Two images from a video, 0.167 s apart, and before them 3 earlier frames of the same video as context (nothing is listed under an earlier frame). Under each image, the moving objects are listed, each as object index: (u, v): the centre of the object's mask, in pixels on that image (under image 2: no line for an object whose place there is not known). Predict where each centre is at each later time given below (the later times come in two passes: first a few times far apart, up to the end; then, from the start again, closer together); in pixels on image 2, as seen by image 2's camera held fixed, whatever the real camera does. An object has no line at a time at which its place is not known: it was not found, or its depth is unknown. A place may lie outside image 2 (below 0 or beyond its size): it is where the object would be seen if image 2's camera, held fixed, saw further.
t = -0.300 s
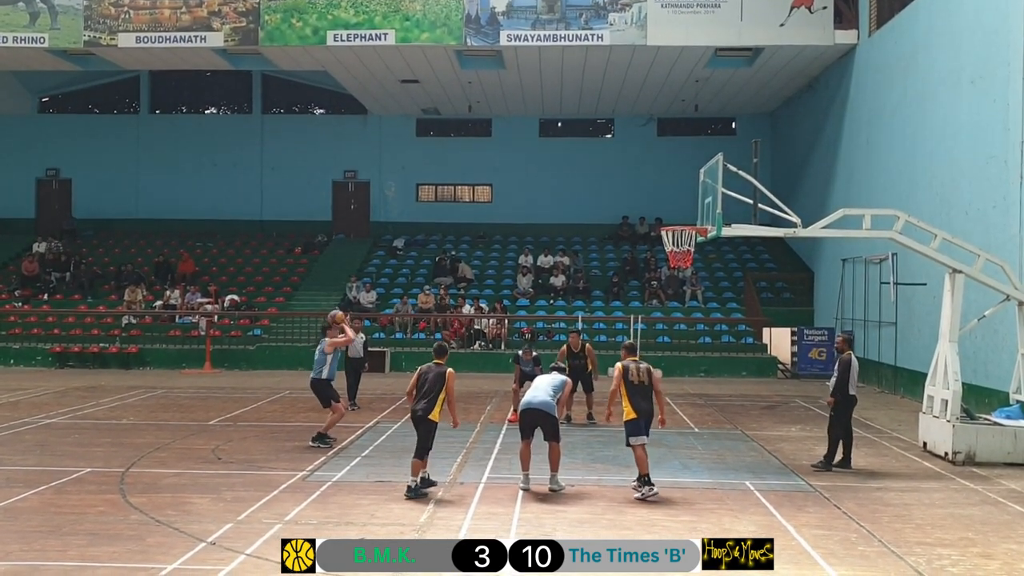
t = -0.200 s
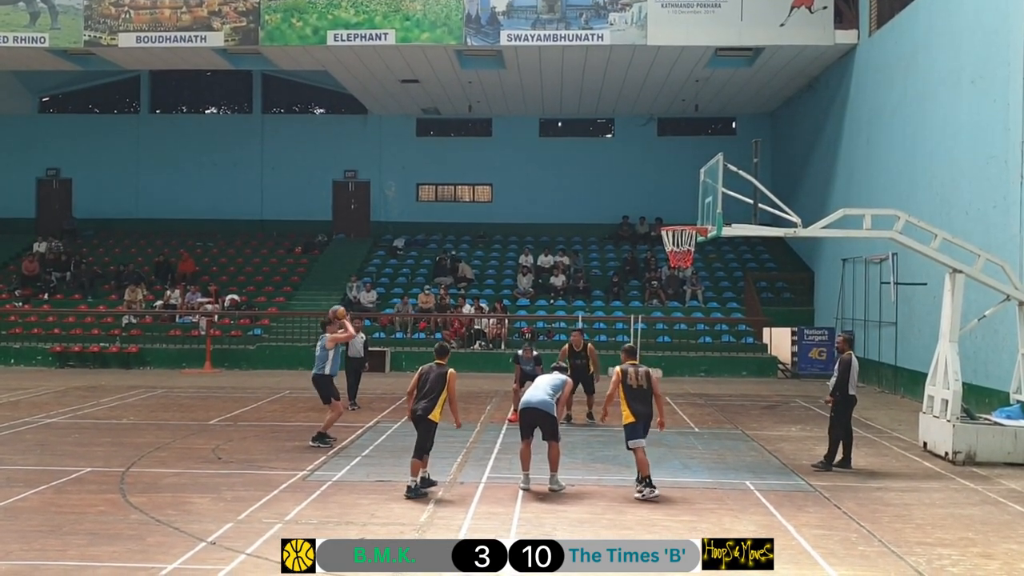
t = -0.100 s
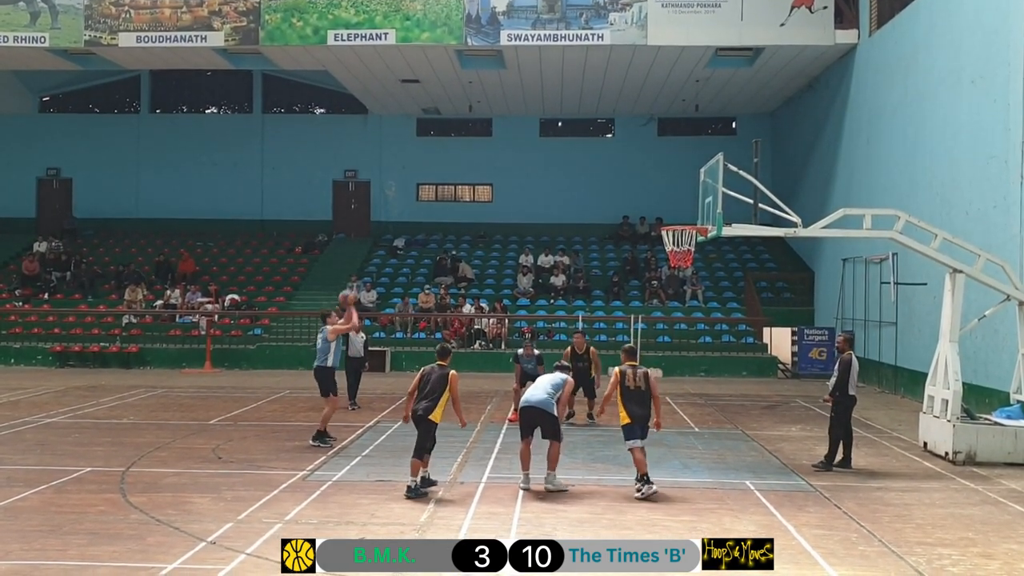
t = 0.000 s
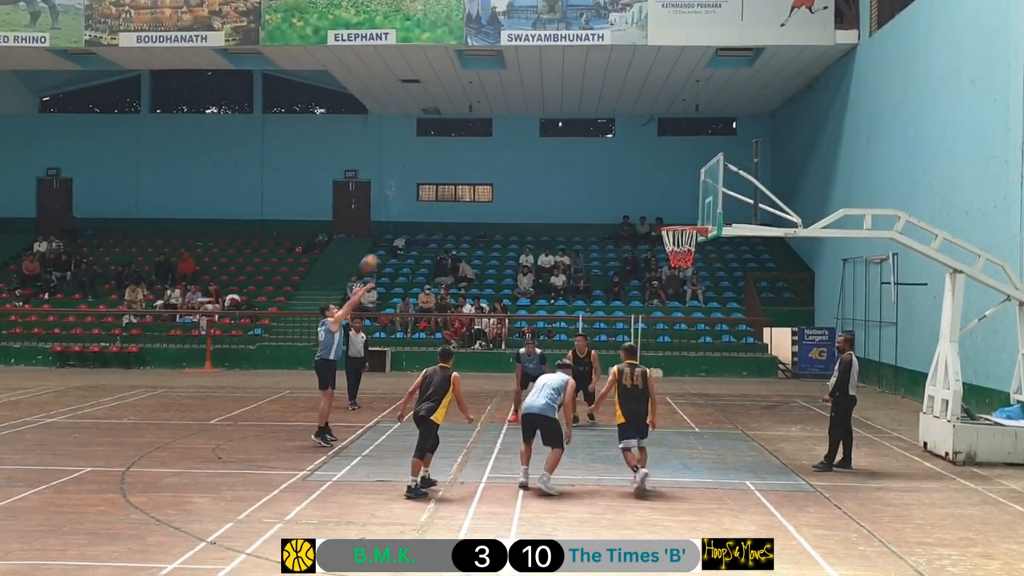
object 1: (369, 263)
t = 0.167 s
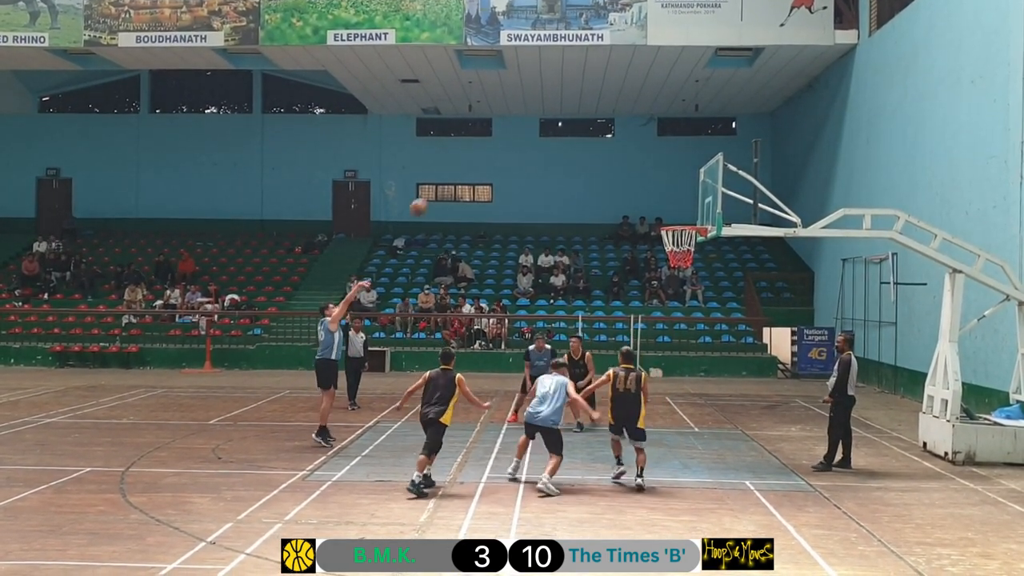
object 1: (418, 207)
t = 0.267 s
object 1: (448, 181)
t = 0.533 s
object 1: (527, 147)
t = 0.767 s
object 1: (597, 155)
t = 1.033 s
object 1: (677, 210)
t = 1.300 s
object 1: (670, 195)
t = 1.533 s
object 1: (671, 186)
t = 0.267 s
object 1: (448, 181)
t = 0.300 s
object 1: (458, 174)
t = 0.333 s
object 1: (468, 168)
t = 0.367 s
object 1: (478, 163)
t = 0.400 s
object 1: (488, 158)
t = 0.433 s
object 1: (498, 154)
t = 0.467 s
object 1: (508, 151)
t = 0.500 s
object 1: (517, 148)
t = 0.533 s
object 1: (527, 147)
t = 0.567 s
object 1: (536, 145)
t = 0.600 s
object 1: (547, 145)
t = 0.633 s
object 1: (557, 146)
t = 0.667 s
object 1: (567, 147)
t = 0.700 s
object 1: (577, 149)
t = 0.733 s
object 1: (586, 151)
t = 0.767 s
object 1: (597, 155)
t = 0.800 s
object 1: (607, 159)
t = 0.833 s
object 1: (616, 164)
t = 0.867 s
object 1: (627, 170)
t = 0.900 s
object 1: (636, 176)
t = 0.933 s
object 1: (647, 184)
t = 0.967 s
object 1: (657, 192)
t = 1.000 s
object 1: (666, 201)
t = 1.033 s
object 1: (677, 210)
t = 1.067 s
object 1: (686, 219)
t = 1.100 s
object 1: (681, 221)
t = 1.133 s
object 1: (669, 221)
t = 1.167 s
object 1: (669, 217)
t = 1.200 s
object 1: (670, 210)
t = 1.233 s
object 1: (670, 204)
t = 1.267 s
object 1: (670, 199)
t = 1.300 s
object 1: (670, 195)
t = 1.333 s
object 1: (670, 191)
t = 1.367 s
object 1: (670, 188)
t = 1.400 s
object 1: (671, 186)
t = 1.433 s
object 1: (670, 185)
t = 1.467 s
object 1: (671, 184)
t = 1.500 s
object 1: (671, 184)
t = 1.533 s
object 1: (671, 186)
